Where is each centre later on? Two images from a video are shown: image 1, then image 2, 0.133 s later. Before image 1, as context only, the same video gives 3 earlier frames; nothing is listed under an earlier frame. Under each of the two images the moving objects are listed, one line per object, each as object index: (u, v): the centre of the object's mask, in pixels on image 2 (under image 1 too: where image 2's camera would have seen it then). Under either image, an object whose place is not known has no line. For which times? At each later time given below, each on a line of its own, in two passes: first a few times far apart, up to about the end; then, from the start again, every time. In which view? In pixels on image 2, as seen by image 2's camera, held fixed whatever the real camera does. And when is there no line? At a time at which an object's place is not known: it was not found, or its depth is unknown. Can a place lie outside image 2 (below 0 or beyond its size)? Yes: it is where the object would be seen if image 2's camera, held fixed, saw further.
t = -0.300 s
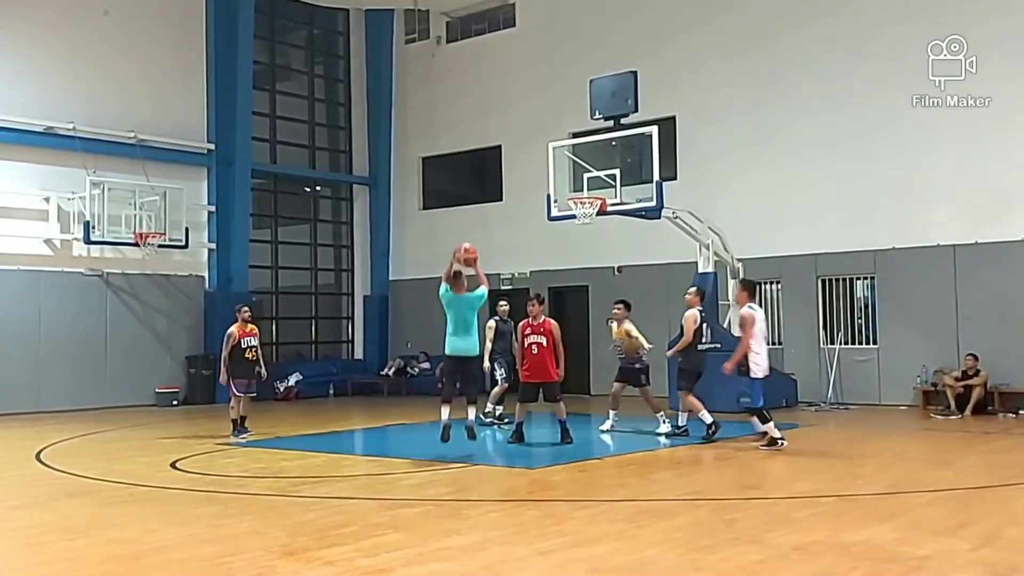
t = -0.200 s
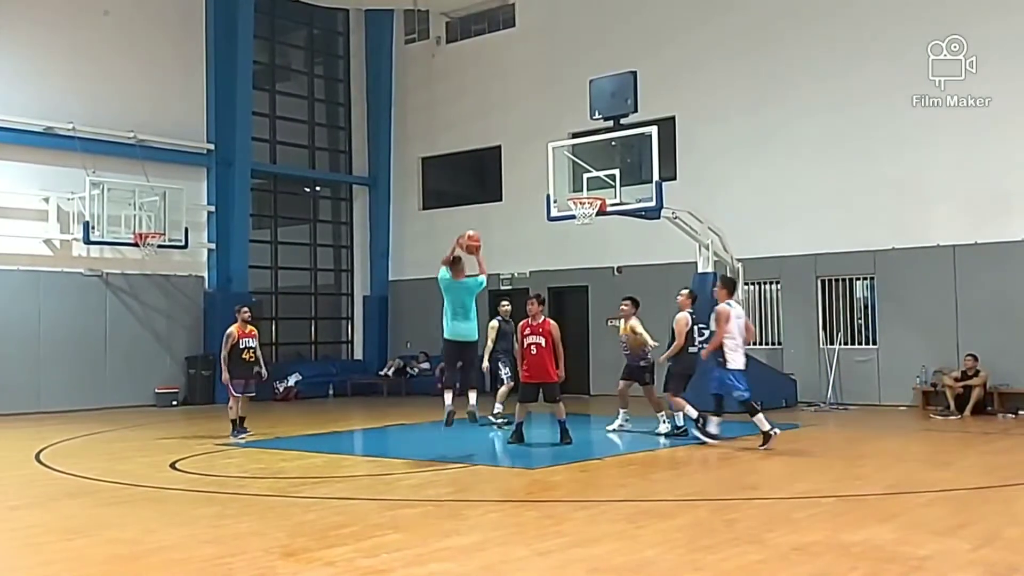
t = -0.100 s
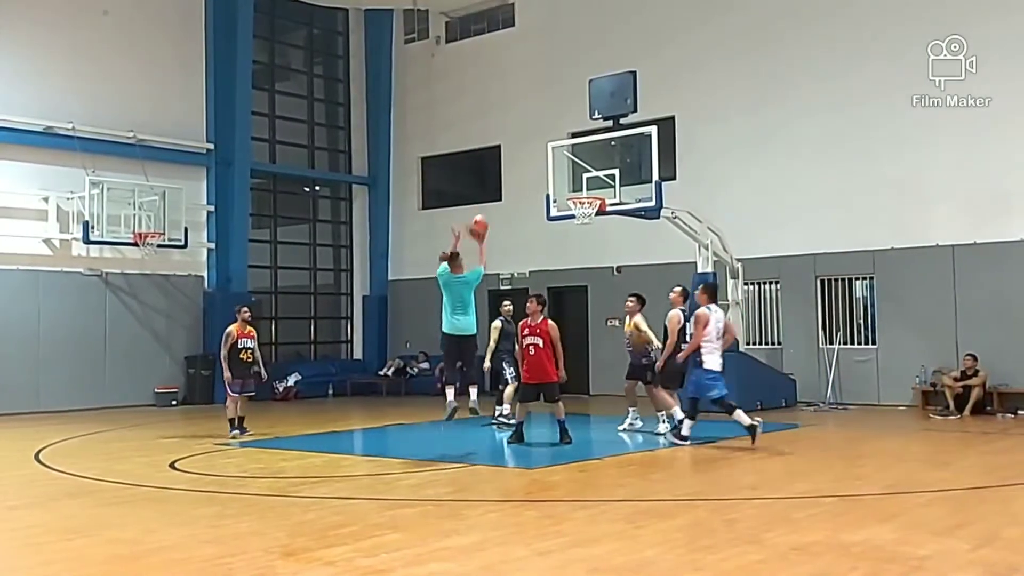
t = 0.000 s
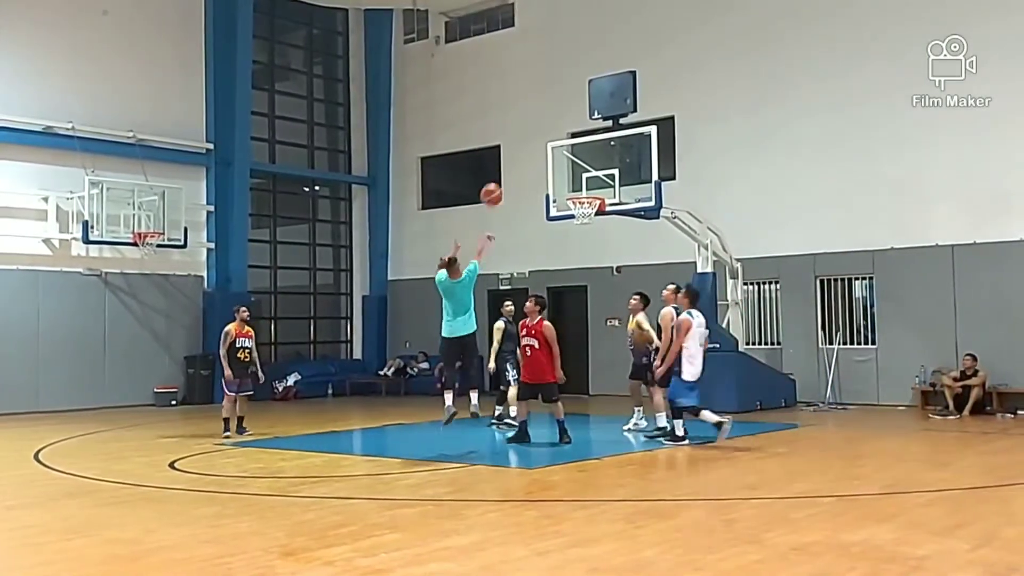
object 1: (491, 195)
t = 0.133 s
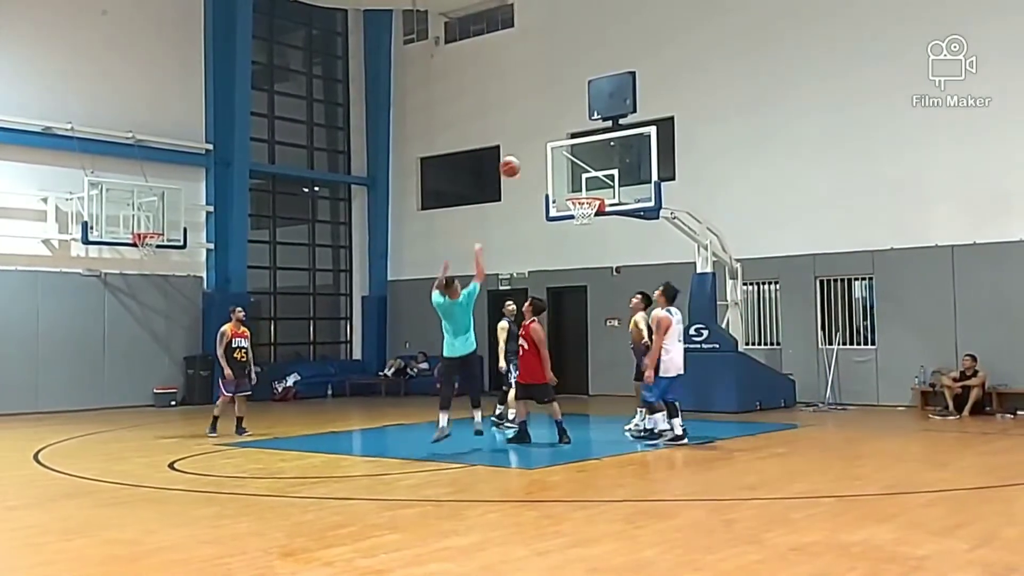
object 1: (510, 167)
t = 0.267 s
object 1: (527, 154)
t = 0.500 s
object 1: (556, 167)
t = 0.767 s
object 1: (552, 196)
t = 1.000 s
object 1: (509, 230)
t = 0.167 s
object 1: (514, 162)
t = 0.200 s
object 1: (518, 158)
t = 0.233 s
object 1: (523, 156)
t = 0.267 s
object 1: (527, 154)
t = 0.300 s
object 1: (531, 154)
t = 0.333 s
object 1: (535, 154)
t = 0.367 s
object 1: (539, 155)
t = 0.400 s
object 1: (543, 157)
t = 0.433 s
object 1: (548, 159)
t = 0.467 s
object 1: (551, 162)
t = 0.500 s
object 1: (556, 167)
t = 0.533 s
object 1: (559, 171)
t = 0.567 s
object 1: (563, 177)
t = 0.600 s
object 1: (566, 183)
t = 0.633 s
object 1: (570, 190)
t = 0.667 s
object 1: (569, 194)
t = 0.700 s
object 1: (564, 194)
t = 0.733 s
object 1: (558, 195)
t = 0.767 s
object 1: (552, 196)
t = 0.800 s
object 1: (546, 198)
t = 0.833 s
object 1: (540, 201)
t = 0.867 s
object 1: (534, 205)
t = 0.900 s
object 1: (528, 210)
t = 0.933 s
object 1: (522, 215)
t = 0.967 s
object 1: (515, 222)
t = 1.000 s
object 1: (509, 230)
